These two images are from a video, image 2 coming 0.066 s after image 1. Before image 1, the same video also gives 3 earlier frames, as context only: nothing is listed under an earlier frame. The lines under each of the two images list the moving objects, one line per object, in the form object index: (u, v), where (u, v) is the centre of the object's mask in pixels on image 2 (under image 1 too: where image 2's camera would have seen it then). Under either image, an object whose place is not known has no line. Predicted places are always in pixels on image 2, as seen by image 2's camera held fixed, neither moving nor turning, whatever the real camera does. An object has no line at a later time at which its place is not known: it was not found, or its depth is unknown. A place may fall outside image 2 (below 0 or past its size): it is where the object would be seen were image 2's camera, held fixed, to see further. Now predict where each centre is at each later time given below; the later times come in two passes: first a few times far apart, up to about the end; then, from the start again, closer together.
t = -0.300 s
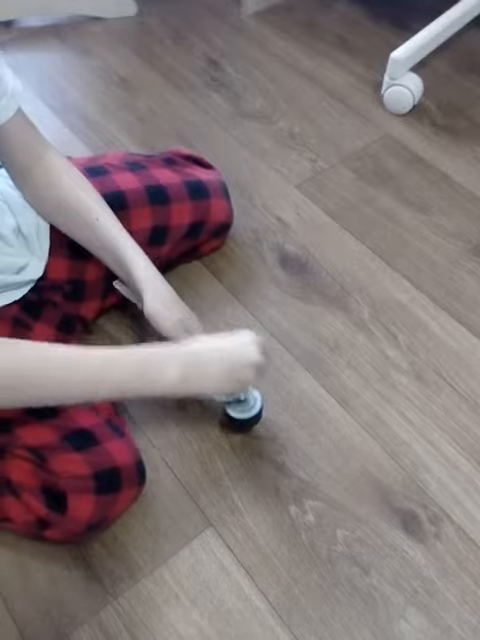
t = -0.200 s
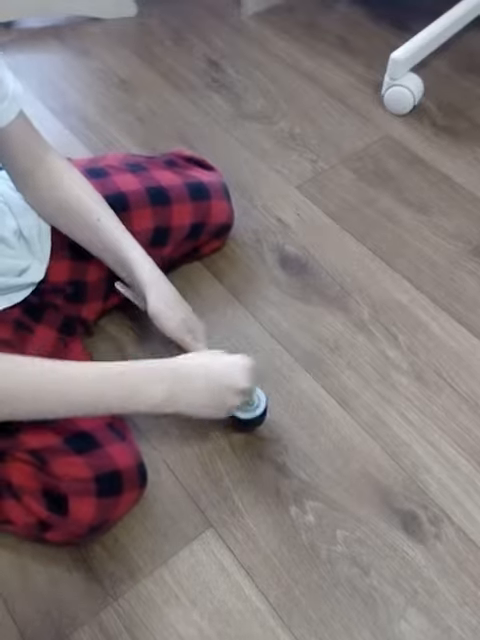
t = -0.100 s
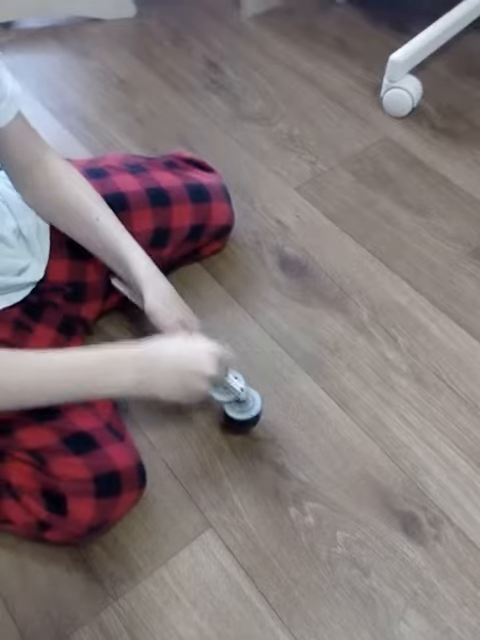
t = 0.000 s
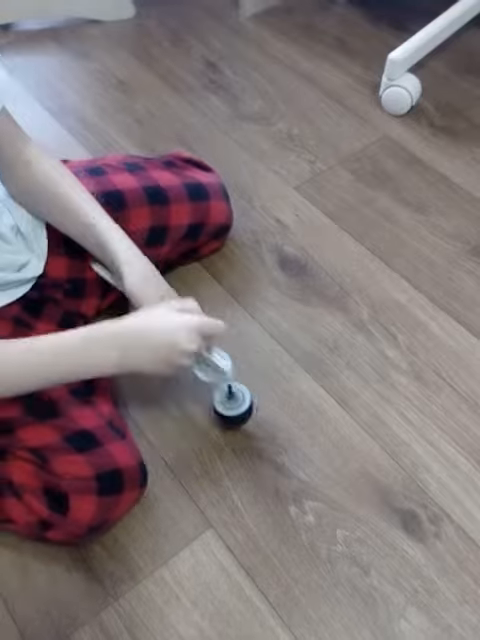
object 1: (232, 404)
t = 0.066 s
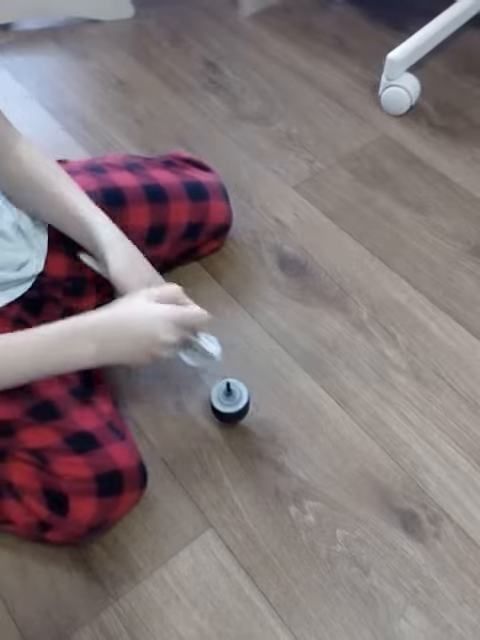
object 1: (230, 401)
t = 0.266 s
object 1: (222, 392)
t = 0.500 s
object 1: (212, 388)
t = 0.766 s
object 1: (206, 392)
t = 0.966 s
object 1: (207, 399)
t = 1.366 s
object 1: (225, 426)
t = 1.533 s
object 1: (238, 437)
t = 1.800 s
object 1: (270, 448)
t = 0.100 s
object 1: (228, 398)
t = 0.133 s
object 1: (227, 396)
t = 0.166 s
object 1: (226, 395)
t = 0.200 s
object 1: (225, 393)
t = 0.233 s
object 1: (223, 392)
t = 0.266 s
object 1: (222, 392)
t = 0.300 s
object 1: (220, 390)
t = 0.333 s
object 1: (219, 389)
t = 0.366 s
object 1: (217, 389)
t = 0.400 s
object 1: (216, 389)
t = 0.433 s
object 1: (215, 388)
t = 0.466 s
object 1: (213, 388)
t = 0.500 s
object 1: (212, 388)
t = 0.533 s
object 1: (211, 388)
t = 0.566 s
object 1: (210, 389)
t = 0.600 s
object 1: (209, 390)
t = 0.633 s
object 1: (208, 389)
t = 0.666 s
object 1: (208, 391)
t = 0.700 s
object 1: (207, 391)
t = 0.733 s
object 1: (206, 391)
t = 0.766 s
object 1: (206, 392)
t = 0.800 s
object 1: (206, 394)
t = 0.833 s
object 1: (206, 395)
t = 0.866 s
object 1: (207, 396)
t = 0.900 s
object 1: (206, 397)
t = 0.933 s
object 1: (207, 399)
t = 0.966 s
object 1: (207, 399)
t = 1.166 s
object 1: (214, 412)
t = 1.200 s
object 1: (215, 414)
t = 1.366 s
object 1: (225, 426)
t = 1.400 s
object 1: (227, 429)
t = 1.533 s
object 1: (238, 437)
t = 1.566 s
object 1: (242, 439)
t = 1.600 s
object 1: (246, 441)
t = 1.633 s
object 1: (250, 442)
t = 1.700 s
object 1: (257, 445)
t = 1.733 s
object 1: (261, 446)
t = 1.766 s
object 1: (265, 447)
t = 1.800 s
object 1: (270, 448)
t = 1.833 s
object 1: (275, 448)
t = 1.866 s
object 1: (280, 448)
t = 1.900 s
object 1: (284, 447)
